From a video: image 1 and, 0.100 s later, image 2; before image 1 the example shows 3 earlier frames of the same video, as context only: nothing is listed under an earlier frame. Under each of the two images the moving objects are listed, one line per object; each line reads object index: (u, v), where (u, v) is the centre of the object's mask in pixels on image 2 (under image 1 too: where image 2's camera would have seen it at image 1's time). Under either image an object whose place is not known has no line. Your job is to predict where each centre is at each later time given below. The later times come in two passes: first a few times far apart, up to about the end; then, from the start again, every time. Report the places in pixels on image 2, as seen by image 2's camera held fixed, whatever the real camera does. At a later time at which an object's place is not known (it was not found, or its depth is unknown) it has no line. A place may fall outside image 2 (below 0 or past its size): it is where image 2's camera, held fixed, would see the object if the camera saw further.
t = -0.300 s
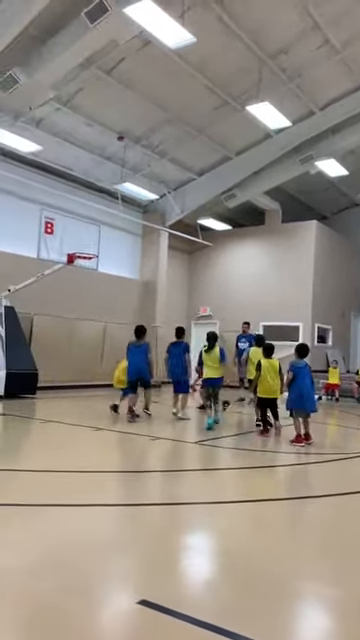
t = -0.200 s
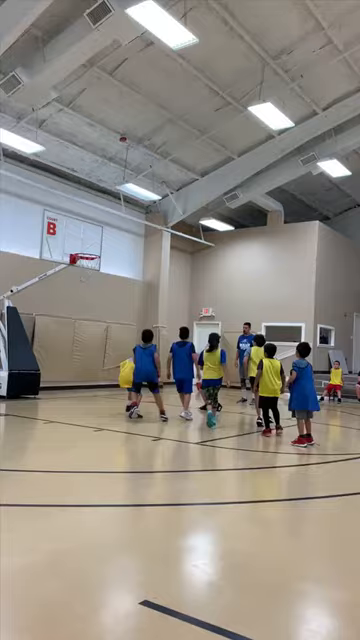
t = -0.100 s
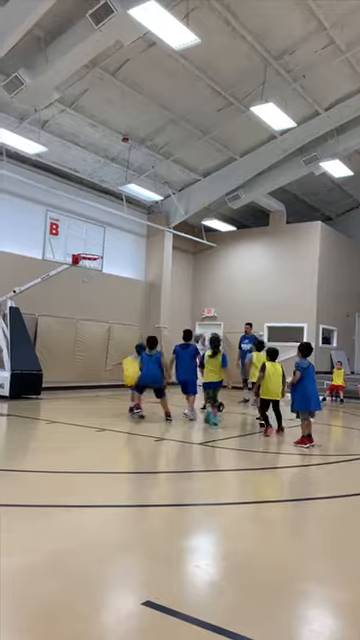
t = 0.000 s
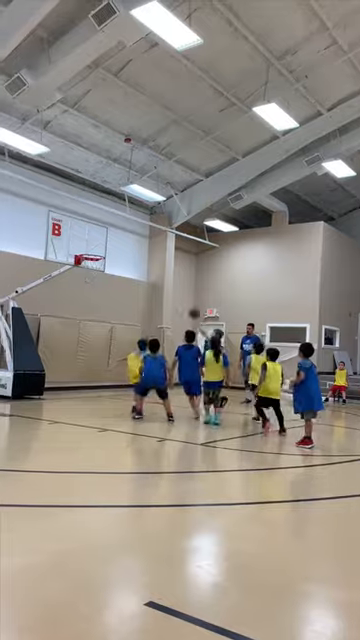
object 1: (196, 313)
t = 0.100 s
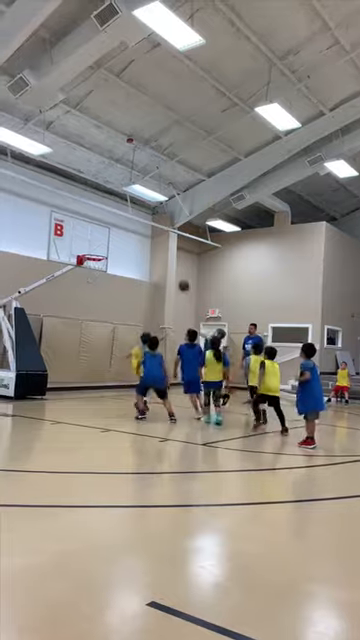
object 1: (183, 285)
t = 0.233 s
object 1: (166, 258)
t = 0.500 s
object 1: (132, 229)
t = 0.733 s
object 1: (100, 233)
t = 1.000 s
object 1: (92, 268)
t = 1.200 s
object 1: (94, 306)
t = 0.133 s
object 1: (179, 278)
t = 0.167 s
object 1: (175, 270)
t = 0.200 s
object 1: (170, 264)
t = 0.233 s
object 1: (166, 258)
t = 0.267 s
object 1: (162, 252)
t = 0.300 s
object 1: (158, 247)
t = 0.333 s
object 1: (153, 243)
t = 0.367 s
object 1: (149, 239)
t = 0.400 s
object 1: (144, 235)
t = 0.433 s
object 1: (140, 233)
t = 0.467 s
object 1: (136, 231)
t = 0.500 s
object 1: (132, 229)
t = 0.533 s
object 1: (127, 228)
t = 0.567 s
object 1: (123, 227)
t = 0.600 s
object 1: (118, 228)
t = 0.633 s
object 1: (114, 228)
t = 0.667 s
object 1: (109, 230)
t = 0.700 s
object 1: (104, 231)
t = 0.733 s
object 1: (100, 233)
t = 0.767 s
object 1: (95, 236)
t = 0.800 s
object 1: (91, 240)
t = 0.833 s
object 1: (89, 243)
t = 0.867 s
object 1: (90, 247)
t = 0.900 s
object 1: (90, 251)
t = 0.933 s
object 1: (91, 254)
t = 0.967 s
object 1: (91, 261)
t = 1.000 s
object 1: (92, 268)
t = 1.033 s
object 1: (92, 274)
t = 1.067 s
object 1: (93, 280)
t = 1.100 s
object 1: (93, 285)
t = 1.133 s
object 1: (94, 292)
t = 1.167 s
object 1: (94, 299)
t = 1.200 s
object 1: (94, 306)
